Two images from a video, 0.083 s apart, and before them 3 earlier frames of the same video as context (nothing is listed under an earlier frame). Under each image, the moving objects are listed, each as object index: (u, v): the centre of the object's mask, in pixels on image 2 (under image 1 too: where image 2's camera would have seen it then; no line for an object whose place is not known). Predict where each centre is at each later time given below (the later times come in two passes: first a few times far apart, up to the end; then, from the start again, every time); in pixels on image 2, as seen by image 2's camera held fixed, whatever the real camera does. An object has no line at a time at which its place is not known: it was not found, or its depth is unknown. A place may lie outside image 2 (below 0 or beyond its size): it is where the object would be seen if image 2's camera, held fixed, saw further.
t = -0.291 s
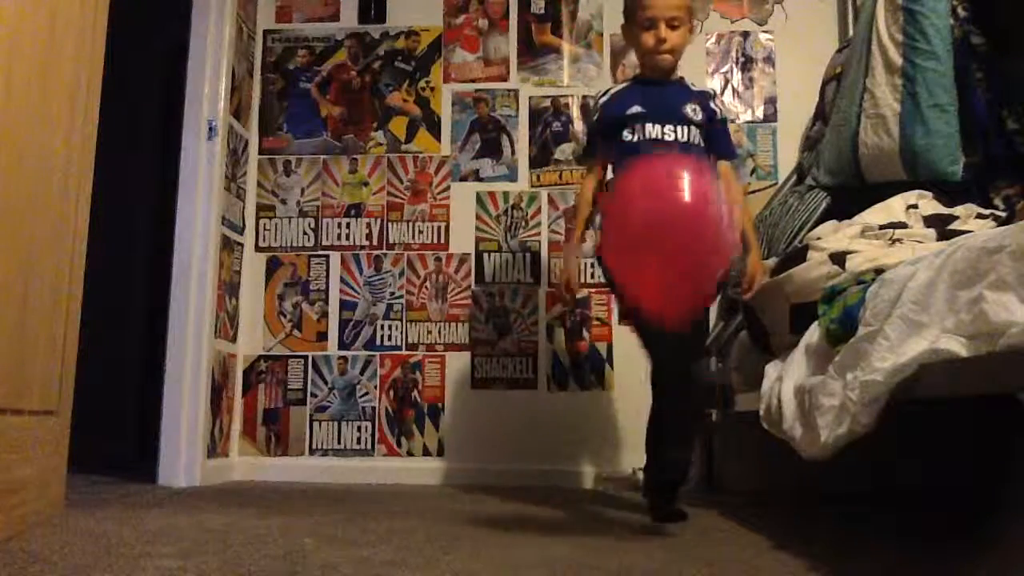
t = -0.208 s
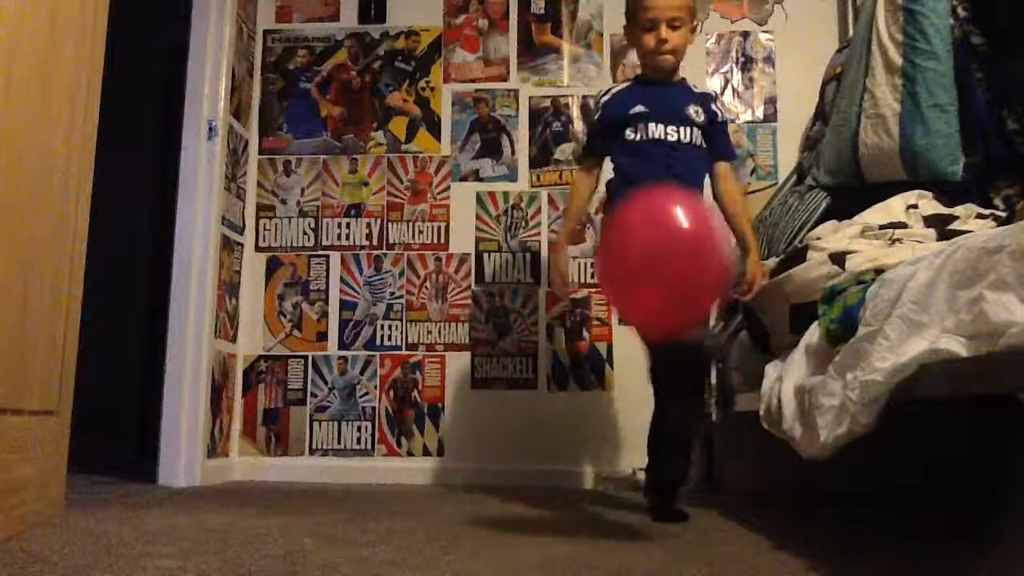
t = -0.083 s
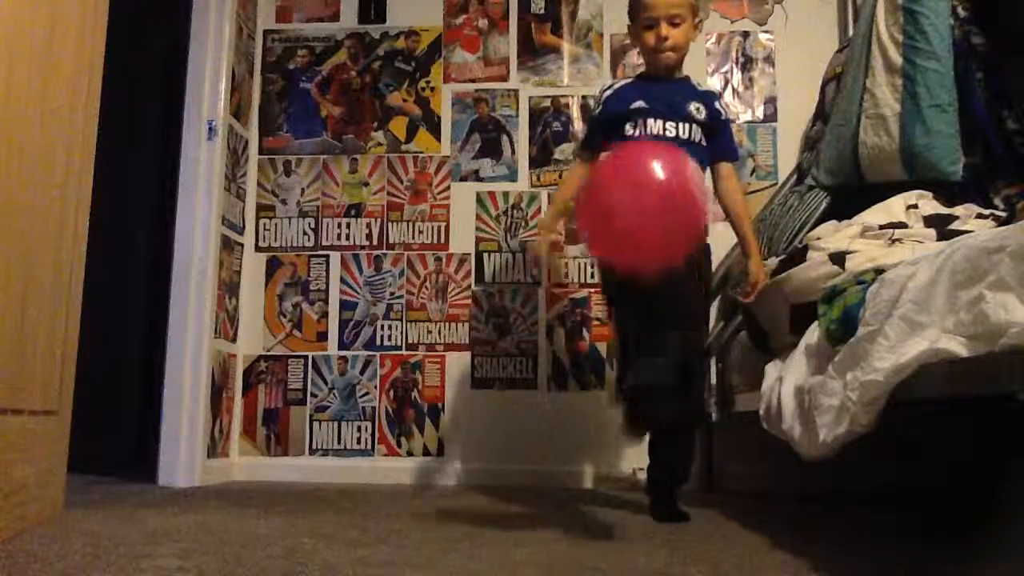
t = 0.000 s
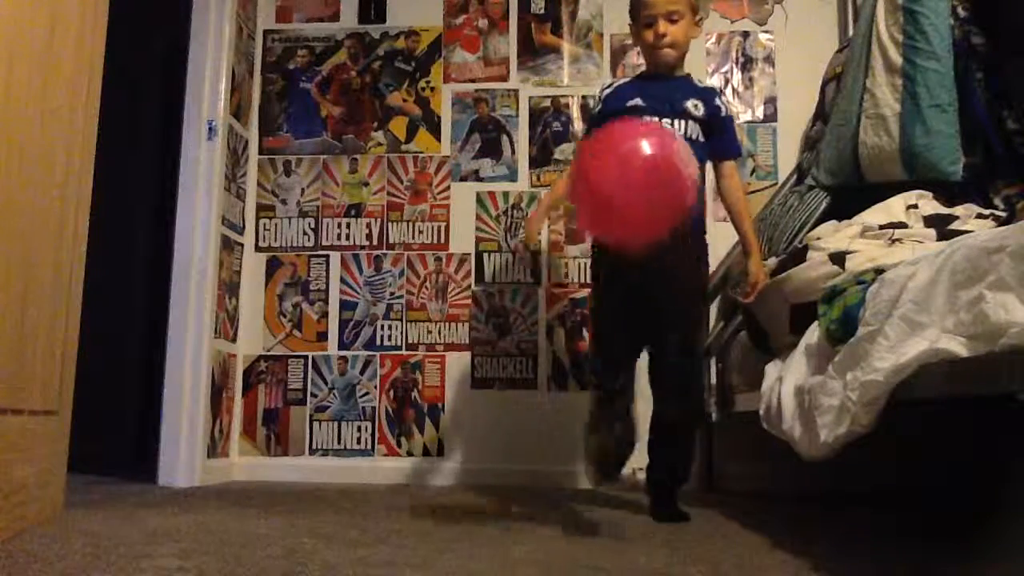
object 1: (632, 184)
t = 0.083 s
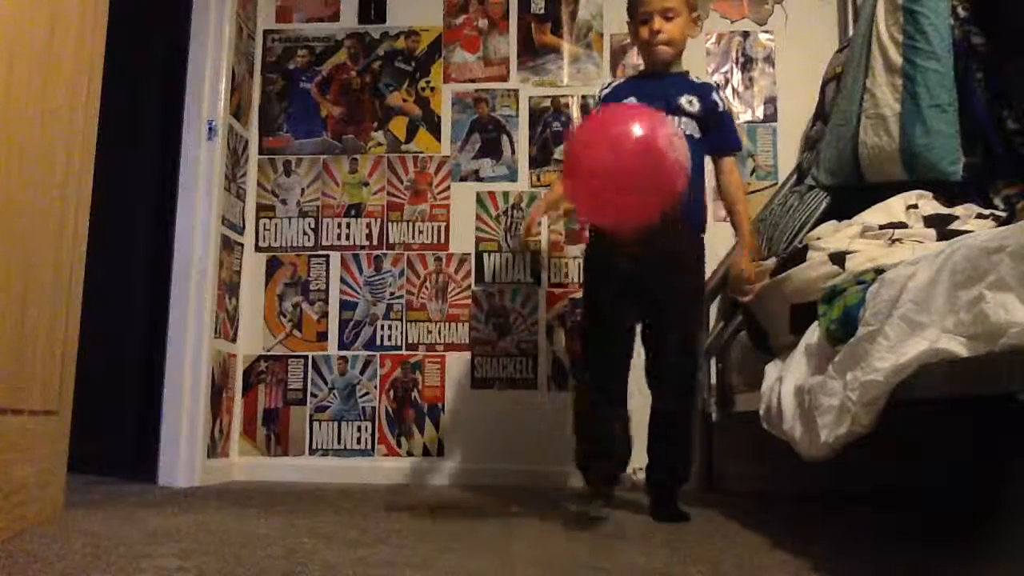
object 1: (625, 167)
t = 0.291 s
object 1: (607, 150)
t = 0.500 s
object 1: (591, 170)
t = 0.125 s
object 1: (622, 160)
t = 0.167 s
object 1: (617, 155)
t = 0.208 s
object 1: (614, 152)
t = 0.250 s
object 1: (611, 151)
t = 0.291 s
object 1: (607, 150)
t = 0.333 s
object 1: (605, 150)
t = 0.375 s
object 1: (602, 152)
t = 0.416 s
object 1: (598, 155)
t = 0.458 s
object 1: (594, 162)
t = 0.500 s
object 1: (591, 170)
